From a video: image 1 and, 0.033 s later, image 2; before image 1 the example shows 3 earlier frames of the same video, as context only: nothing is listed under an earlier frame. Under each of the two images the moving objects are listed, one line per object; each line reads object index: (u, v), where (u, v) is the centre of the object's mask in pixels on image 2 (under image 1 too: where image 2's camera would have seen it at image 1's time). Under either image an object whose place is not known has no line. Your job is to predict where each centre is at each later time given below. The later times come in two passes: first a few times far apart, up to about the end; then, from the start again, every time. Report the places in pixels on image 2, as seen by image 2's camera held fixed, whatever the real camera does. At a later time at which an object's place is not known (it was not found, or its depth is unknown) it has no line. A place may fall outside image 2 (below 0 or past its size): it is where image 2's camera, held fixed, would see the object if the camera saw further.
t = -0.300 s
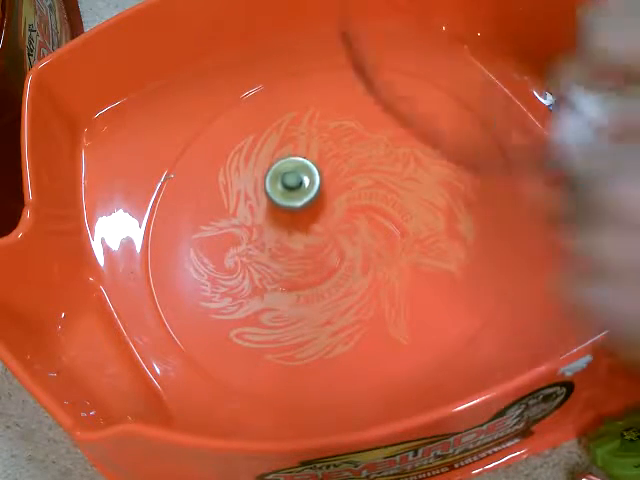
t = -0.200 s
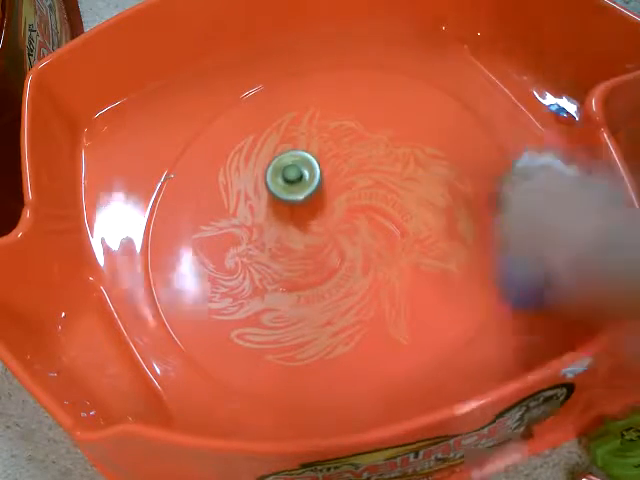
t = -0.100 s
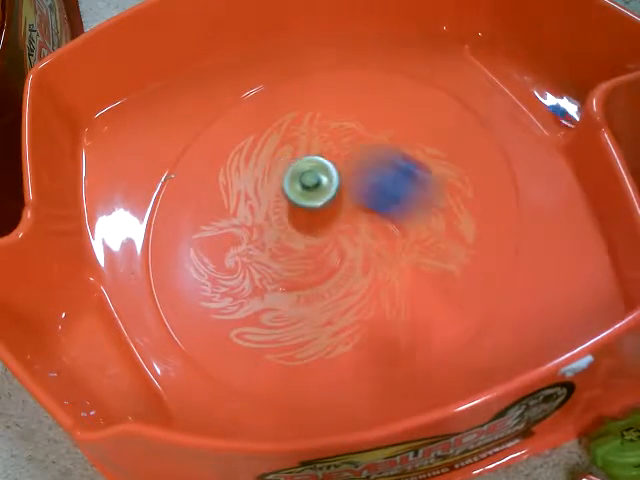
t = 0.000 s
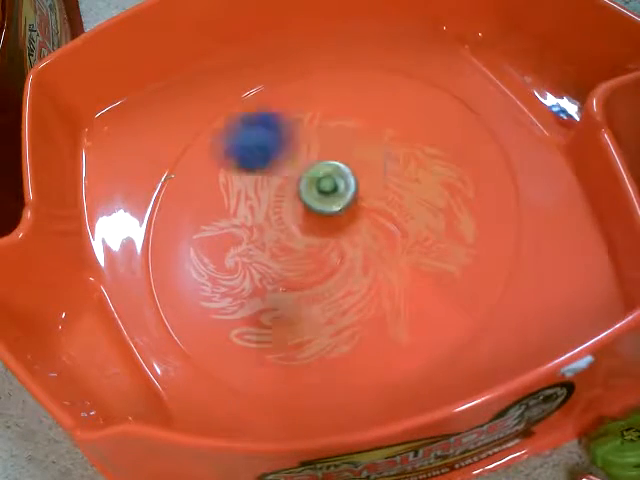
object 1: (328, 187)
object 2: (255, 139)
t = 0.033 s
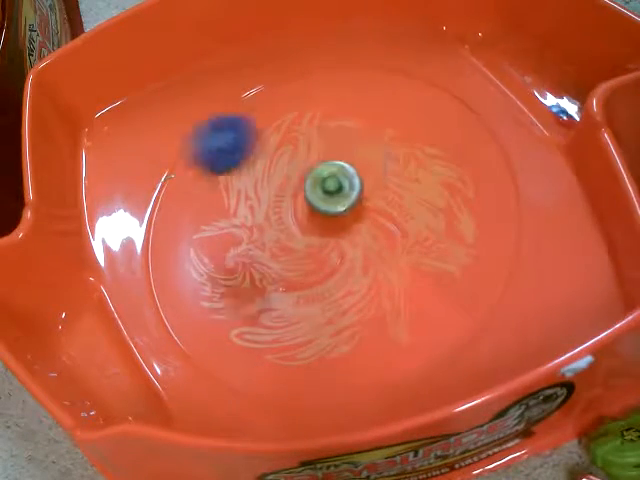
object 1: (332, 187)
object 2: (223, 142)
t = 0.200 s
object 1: (348, 179)
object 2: (144, 177)
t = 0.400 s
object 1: (360, 158)
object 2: (186, 291)
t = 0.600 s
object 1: (357, 149)
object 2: (369, 338)
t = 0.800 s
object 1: (350, 156)
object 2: (475, 175)
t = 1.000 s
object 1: (353, 173)
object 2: (344, 50)
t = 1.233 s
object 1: (363, 196)
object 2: (108, 149)
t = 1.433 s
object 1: (366, 214)
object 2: (193, 317)
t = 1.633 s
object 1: (366, 233)
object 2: (425, 328)
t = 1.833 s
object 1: (368, 251)
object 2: (517, 144)
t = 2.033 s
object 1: (369, 261)
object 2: (358, 79)
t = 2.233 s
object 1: (365, 265)
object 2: (213, 236)
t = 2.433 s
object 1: (361, 267)
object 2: (303, 396)
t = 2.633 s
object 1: (350, 264)
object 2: (528, 337)
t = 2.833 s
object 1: (334, 261)
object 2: (546, 200)
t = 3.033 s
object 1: (322, 258)
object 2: (388, 119)
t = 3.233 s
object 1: (312, 254)
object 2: (207, 176)
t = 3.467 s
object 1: (302, 238)
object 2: (212, 362)
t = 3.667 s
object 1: (294, 224)
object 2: (451, 334)
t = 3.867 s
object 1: (297, 216)
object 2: (482, 176)
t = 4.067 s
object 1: (293, 213)
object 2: (333, 90)
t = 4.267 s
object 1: (292, 210)
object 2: (167, 152)
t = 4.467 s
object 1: (303, 203)
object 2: (146, 305)
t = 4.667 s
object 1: (313, 192)
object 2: (316, 376)
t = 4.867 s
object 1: (320, 185)
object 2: (453, 251)
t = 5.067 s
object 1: (328, 181)
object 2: (417, 98)
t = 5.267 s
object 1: (336, 180)
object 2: (257, 76)
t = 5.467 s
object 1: (345, 183)
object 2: (161, 226)
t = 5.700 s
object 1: (351, 190)
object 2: (320, 326)
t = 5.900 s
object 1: (349, 206)
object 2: (473, 238)
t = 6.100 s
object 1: (350, 220)
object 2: (464, 102)
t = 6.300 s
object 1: (353, 236)
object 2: (315, 64)
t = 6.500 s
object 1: (357, 252)
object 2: (214, 160)
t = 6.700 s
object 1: (361, 261)
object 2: (261, 303)
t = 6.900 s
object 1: (364, 265)
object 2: (422, 331)
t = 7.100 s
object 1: (360, 266)
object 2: (509, 201)
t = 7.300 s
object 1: (349, 261)
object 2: (418, 100)
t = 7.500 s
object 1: (336, 255)
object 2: (274, 139)
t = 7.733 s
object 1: (332, 243)
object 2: (215, 296)
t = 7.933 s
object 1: (322, 229)
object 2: (318, 393)
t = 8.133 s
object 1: (315, 213)
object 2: (476, 303)
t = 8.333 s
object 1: (303, 203)
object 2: (454, 176)
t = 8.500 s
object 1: (297, 198)
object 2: (345, 127)
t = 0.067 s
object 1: (336, 187)
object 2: (198, 153)
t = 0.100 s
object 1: (339, 186)
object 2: (181, 168)
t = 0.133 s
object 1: (343, 184)
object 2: (165, 173)
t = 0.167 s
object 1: (345, 181)
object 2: (152, 171)
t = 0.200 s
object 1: (348, 179)
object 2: (144, 177)
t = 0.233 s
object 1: (351, 175)
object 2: (142, 190)
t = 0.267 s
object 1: (353, 172)
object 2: (146, 210)
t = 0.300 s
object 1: (356, 168)
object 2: (152, 235)
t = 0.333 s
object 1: (358, 165)
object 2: (158, 249)
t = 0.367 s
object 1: (359, 161)
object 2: (171, 269)
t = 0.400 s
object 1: (360, 158)
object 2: (186, 291)
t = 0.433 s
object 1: (361, 155)
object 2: (206, 315)
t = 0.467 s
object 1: (361, 153)
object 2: (231, 334)
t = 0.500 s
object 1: (360, 151)
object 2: (264, 346)
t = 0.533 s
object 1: (360, 150)
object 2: (297, 352)
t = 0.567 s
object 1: (359, 149)
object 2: (333, 348)
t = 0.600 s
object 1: (357, 149)
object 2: (369, 338)
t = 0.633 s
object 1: (356, 149)
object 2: (401, 320)
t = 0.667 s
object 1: (354, 150)
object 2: (429, 297)
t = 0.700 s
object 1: (353, 151)
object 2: (451, 269)
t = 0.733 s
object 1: (352, 152)
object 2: (466, 239)
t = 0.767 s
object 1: (351, 154)
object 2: (475, 208)
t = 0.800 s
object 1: (350, 156)
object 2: (475, 175)
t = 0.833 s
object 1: (350, 159)
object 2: (468, 144)
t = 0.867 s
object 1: (350, 161)
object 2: (454, 117)
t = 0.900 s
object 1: (350, 164)
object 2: (437, 92)
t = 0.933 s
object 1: (351, 167)
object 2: (415, 70)
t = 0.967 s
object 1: (352, 170)
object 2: (381, 56)
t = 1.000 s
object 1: (353, 173)
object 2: (344, 50)
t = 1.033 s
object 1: (354, 176)
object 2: (304, 50)
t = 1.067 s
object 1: (356, 179)
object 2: (261, 55)
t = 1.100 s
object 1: (357, 183)
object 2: (219, 67)
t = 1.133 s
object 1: (359, 186)
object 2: (185, 83)
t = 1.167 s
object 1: (360, 190)
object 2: (154, 104)
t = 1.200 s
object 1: (362, 193)
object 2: (126, 126)
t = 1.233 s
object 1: (363, 196)
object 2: (108, 149)
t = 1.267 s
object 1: (363, 200)
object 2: (98, 173)
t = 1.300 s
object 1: (363, 203)
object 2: (106, 201)
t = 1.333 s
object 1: (364, 205)
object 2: (121, 234)
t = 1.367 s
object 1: (364, 208)
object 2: (141, 265)
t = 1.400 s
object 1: (365, 210)
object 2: (166, 294)
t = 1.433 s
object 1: (366, 214)
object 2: (193, 317)
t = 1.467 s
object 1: (366, 217)
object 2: (228, 338)
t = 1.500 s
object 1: (366, 219)
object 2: (263, 352)
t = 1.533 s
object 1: (366, 223)
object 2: (304, 358)
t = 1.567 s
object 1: (366, 226)
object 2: (344, 356)
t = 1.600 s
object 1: (366, 230)
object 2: (385, 346)
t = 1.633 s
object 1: (366, 233)
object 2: (425, 328)
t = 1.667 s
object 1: (366, 237)
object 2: (460, 307)
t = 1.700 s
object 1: (366, 240)
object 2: (489, 283)
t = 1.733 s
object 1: (366, 242)
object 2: (508, 253)
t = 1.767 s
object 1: (367, 245)
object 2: (518, 217)
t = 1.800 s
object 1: (367, 248)
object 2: (521, 180)
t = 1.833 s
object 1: (368, 251)
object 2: (517, 144)
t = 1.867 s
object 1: (368, 253)
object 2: (507, 112)
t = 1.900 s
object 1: (369, 255)
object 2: (491, 82)
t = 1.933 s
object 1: (369, 257)
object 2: (466, 54)
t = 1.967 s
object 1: (369, 259)
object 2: (441, 37)
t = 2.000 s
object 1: (369, 259)
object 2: (398, 53)
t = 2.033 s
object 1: (369, 261)
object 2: (358, 79)
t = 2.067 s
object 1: (369, 262)
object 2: (323, 101)
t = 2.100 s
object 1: (368, 263)
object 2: (289, 126)
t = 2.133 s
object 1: (367, 264)
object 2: (264, 150)
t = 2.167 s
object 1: (366, 264)
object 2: (241, 177)
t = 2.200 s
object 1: (366, 265)
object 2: (224, 207)
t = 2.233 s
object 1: (365, 265)
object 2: (213, 236)
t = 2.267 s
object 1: (364, 266)
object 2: (209, 268)
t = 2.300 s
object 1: (364, 266)
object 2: (213, 299)
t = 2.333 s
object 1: (363, 267)
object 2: (224, 332)
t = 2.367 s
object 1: (363, 267)
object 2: (240, 363)
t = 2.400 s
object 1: (362, 267)
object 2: (264, 388)
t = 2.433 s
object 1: (361, 267)
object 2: (303, 396)
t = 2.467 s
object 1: (360, 267)
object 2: (346, 399)
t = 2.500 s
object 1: (358, 266)
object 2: (389, 393)
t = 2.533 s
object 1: (356, 266)
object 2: (430, 384)
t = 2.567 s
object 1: (354, 265)
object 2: (467, 368)
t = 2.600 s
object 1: (352, 265)
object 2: (499, 353)
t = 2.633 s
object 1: (350, 264)
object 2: (528, 337)
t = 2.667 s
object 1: (348, 264)
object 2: (552, 319)
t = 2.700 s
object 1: (345, 264)
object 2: (570, 297)
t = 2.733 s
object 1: (342, 263)
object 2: (578, 272)
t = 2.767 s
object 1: (339, 263)
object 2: (576, 246)
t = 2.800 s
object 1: (337, 262)
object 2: (564, 222)
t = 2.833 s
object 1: (334, 261)
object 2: (546, 200)
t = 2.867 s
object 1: (332, 261)
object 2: (524, 176)
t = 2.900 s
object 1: (329, 259)
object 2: (502, 157)
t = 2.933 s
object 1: (326, 256)
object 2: (475, 142)
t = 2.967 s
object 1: (326, 256)
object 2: (448, 131)
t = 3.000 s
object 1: (324, 257)
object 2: (418, 123)
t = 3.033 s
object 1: (322, 258)
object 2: (388, 119)
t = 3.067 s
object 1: (320, 258)
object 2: (357, 118)
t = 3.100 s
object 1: (318, 258)
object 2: (326, 121)
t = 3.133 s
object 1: (316, 258)
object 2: (293, 130)
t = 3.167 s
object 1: (315, 257)
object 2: (262, 141)
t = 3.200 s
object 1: (313, 256)
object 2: (232, 157)
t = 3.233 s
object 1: (312, 254)
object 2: (207, 176)
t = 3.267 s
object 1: (310, 252)
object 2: (187, 197)
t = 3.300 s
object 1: (309, 249)
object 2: (172, 222)
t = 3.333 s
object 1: (307, 248)
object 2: (160, 249)
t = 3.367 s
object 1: (306, 245)
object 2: (152, 279)
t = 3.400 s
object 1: (304, 242)
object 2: (159, 305)
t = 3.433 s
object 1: (303, 240)
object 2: (178, 334)
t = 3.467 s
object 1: (302, 238)
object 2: (212, 362)
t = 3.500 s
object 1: (300, 235)
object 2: (251, 382)
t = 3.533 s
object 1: (299, 233)
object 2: (299, 390)
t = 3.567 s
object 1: (298, 231)
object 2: (342, 389)
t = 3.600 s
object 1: (297, 229)
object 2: (384, 378)
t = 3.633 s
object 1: (295, 226)
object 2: (420, 360)
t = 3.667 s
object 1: (294, 224)
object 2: (451, 334)
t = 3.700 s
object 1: (293, 222)
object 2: (474, 308)
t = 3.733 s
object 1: (293, 221)
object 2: (489, 283)
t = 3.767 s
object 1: (292, 219)
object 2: (498, 256)
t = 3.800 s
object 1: (293, 218)
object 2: (499, 227)
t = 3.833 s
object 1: (296, 217)
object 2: (495, 202)
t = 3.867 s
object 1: (297, 216)
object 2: (482, 176)
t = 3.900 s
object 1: (297, 216)
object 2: (465, 155)
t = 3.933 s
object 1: (295, 215)
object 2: (443, 137)
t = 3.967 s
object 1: (292, 214)
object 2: (418, 120)
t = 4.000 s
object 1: (293, 213)
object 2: (391, 106)
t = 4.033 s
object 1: (292, 213)
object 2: (363, 96)
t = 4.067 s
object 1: (293, 213)
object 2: (333, 90)
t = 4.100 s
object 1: (294, 212)
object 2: (302, 88)
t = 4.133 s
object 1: (294, 212)
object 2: (273, 89)
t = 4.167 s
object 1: (292, 211)
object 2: (244, 93)
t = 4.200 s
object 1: (289, 210)
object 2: (215, 102)
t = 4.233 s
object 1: (289, 210)
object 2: (191, 125)
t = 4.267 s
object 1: (292, 210)
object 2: (167, 152)
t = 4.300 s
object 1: (296, 209)
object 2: (147, 176)
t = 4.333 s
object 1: (298, 209)
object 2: (133, 200)
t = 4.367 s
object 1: (300, 208)
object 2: (127, 225)
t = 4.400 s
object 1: (301, 206)
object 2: (127, 252)
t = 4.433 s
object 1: (302, 204)
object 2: (134, 279)
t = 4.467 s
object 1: (303, 203)
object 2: (146, 305)
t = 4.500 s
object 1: (305, 201)
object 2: (162, 327)
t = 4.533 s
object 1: (306, 199)
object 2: (185, 351)
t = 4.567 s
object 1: (308, 197)
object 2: (214, 368)
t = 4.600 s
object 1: (309, 196)
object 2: (249, 379)
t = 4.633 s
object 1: (311, 194)
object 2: (283, 381)
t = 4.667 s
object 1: (313, 192)
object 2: (316, 376)
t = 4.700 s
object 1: (314, 191)
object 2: (348, 365)
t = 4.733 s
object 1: (316, 189)
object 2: (378, 347)
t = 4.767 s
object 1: (317, 188)
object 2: (404, 326)
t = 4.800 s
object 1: (318, 187)
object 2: (426, 302)
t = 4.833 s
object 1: (319, 186)
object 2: (443, 276)
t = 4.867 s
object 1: (320, 185)
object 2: (453, 251)
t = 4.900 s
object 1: (322, 183)
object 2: (459, 222)
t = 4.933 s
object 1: (323, 183)
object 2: (460, 194)
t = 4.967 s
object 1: (324, 182)
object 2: (455, 166)
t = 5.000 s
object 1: (326, 181)
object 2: (446, 141)
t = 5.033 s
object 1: (326, 181)
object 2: (433, 119)
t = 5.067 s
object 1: (328, 181)
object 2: (417, 98)
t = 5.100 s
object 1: (329, 180)
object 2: (399, 80)
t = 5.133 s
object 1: (330, 180)
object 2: (379, 65)
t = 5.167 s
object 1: (332, 180)
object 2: (354, 55)
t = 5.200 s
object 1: (333, 180)
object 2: (322, 56)
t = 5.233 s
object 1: (335, 180)
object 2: (291, 63)
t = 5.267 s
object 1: (336, 180)
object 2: (257, 76)
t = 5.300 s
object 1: (338, 180)
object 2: (225, 94)
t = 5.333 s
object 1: (339, 180)
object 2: (199, 115)
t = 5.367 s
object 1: (340, 181)
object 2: (180, 138)
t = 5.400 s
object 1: (341, 182)
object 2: (165, 166)
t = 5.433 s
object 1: (343, 182)
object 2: (159, 197)
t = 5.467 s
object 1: (345, 183)
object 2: (161, 226)
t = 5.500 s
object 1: (345, 184)
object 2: (168, 249)
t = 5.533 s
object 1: (347, 185)
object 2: (183, 269)
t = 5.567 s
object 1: (348, 186)
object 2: (204, 288)
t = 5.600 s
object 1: (348, 187)
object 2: (230, 305)
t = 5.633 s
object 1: (349, 188)
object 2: (258, 318)
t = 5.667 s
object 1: (350, 189)
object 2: (288, 325)
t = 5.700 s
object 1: (351, 190)
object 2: (320, 326)
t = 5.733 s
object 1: (352, 192)
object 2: (353, 321)
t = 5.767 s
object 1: (352, 194)
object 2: (383, 312)
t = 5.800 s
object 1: (353, 196)
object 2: (412, 297)
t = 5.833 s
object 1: (353, 199)
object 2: (438, 281)
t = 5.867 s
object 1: (351, 203)
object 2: (458, 259)
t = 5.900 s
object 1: (349, 206)
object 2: (473, 238)
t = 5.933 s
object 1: (349, 208)
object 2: (485, 212)
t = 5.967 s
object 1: (349, 210)
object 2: (492, 187)
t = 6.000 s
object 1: (349, 212)
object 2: (494, 163)
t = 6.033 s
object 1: (349, 214)
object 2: (492, 141)
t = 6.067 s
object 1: (350, 217)
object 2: (482, 119)
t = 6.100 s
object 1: (350, 220)
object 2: (464, 102)
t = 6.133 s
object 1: (350, 222)
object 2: (439, 86)
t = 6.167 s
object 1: (351, 224)
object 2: (416, 73)
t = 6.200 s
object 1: (351, 227)
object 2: (394, 63)
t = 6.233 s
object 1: (352, 230)
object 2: (366, 60)
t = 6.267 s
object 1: (353, 233)
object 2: (340, 61)
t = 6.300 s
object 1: (353, 236)
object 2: (315, 64)
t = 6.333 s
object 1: (354, 239)
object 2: (291, 72)
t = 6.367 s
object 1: (355, 242)
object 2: (271, 82)
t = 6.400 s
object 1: (355, 244)
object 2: (251, 96)
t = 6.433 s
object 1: (355, 248)
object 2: (235, 116)
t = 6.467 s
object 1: (356, 250)
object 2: (223, 136)
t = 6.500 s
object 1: (357, 252)
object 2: (214, 160)
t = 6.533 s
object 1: (357, 254)
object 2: (210, 186)
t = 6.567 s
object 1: (358, 256)
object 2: (210, 211)
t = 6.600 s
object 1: (359, 258)
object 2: (216, 235)
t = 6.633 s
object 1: (360, 259)
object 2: (226, 259)
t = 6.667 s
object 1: (360, 260)
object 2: (241, 282)
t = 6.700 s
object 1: (361, 261)
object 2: (261, 303)
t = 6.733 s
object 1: (361, 262)
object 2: (283, 318)
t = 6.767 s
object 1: (362, 263)
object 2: (308, 331)
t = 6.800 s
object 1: (363, 264)
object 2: (336, 337)
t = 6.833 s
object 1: (363, 264)
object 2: (364, 339)
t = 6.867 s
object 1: (364, 265)
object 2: (393, 337)
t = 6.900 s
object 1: (364, 265)
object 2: (422, 331)
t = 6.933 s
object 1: (364, 266)
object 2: (448, 319)
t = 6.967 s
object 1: (364, 266)
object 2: (472, 306)
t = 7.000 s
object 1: (363, 266)
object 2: (491, 288)
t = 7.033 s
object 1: (362, 266)
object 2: (503, 262)
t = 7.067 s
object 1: (361, 266)
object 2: (510, 233)
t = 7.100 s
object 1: (360, 266)
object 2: (509, 201)
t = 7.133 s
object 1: (358, 265)
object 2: (502, 171)
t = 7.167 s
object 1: (356, 264)
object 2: (491, 146)
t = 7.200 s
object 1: (355, 263)
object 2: (478, 128)
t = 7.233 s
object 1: (353, 263)
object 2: (460, 114)
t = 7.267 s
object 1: (352, 262)
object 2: (440, 105)
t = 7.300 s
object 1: (349, 261)
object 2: (418, 100)
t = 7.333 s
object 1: (347, 260)
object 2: (394, 97)
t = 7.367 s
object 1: (345, 259)
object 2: (370, 99)
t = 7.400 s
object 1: (343, 258)
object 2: (345, 104)
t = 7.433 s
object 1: (341, 257)
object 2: (320, 112)
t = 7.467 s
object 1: (339, 256)
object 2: (296, 124)
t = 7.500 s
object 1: (336, 255)
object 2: (274, 139)
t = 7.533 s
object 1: (334, 253)
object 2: (254, 156)
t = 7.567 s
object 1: (332, 250)
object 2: (236, 176)
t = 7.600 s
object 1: (332, 250)
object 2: (223, 200)
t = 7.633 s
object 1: (334, 250)
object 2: (214, 222)
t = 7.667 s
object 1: (335, 250)
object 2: (210, 246)
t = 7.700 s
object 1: (334, 246)
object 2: (210, 272)
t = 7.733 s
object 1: (332, 243)
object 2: (215, 296)
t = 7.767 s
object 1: (331, 241)
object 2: (223, 319)
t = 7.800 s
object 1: (329, 239)
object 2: (236, 340)
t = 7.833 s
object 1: (327, 237)
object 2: (252, 358)
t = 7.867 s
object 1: (325, 235)
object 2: (272, 376)
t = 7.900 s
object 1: (324, 232)
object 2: (293, 387)
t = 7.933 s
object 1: (322, 229)
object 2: (318, 393)
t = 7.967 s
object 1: (321, 226)
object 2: (351, 389)
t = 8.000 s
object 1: (320, 223)
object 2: (383, 378)
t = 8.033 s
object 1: (318, 221)
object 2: (412, 364)
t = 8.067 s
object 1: (317, 218)
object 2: (439, 347)
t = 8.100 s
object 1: (316, 216)
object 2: (460, 325)
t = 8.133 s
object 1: (315, 213)
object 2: (476, 303)
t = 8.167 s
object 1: (313, 212)
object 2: (484, 281)
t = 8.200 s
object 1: (311, 210)
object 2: (489, 258)
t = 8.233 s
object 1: (309, 208)
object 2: (487, 236)
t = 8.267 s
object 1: (307, 206)
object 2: (480, 214)
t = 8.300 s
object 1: (305, 204)
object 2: (469, 195)
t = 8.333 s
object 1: (303, 203)
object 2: (454, 176)
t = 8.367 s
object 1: (301, 201)
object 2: (436, 160)
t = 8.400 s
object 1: (300, 201)
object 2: (415, 148)
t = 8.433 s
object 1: (299, 200)
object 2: (393, 138)
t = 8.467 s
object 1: (298, 199)
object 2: (370, 131)
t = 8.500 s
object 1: (297, 198)
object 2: (345, 127)
